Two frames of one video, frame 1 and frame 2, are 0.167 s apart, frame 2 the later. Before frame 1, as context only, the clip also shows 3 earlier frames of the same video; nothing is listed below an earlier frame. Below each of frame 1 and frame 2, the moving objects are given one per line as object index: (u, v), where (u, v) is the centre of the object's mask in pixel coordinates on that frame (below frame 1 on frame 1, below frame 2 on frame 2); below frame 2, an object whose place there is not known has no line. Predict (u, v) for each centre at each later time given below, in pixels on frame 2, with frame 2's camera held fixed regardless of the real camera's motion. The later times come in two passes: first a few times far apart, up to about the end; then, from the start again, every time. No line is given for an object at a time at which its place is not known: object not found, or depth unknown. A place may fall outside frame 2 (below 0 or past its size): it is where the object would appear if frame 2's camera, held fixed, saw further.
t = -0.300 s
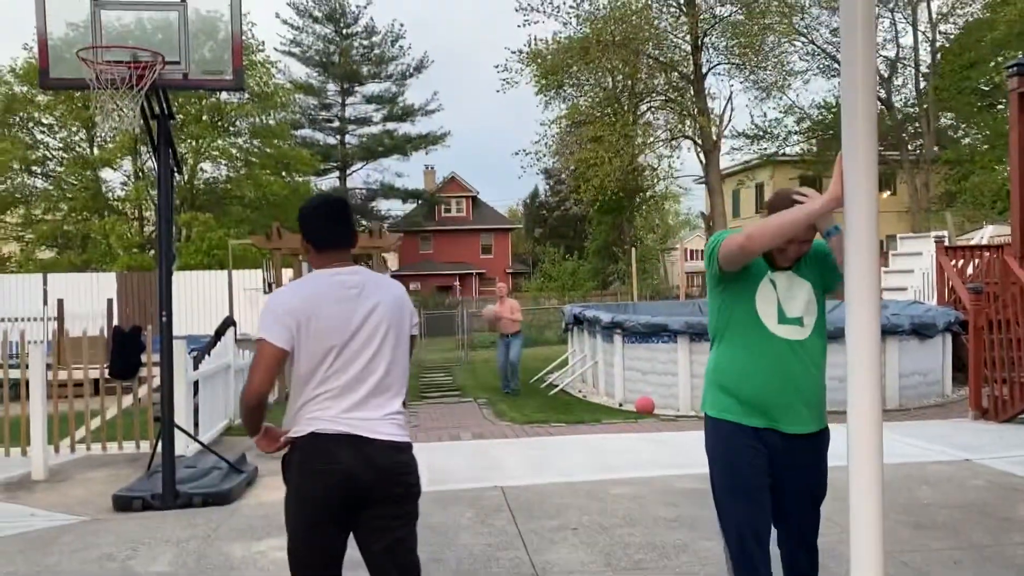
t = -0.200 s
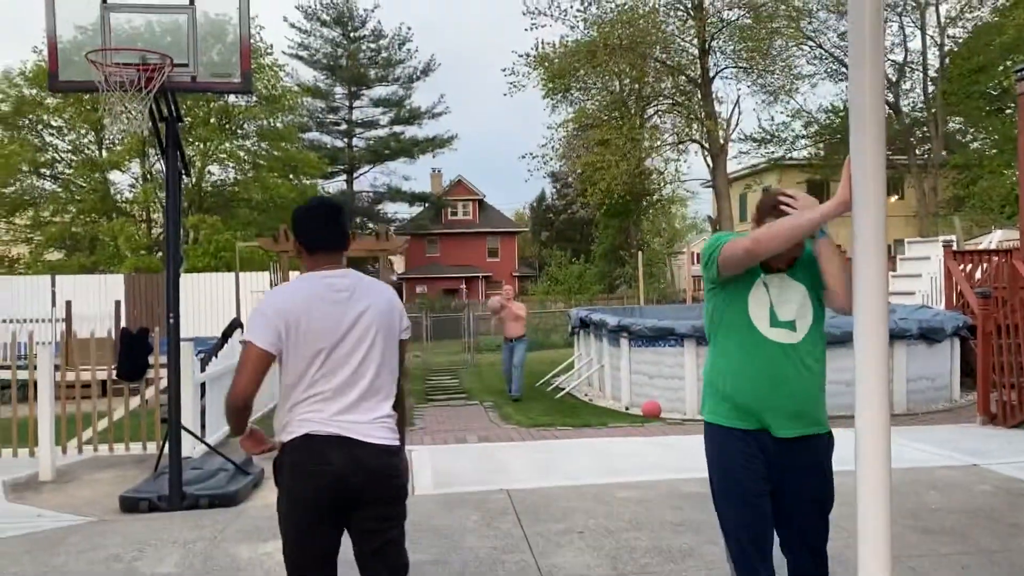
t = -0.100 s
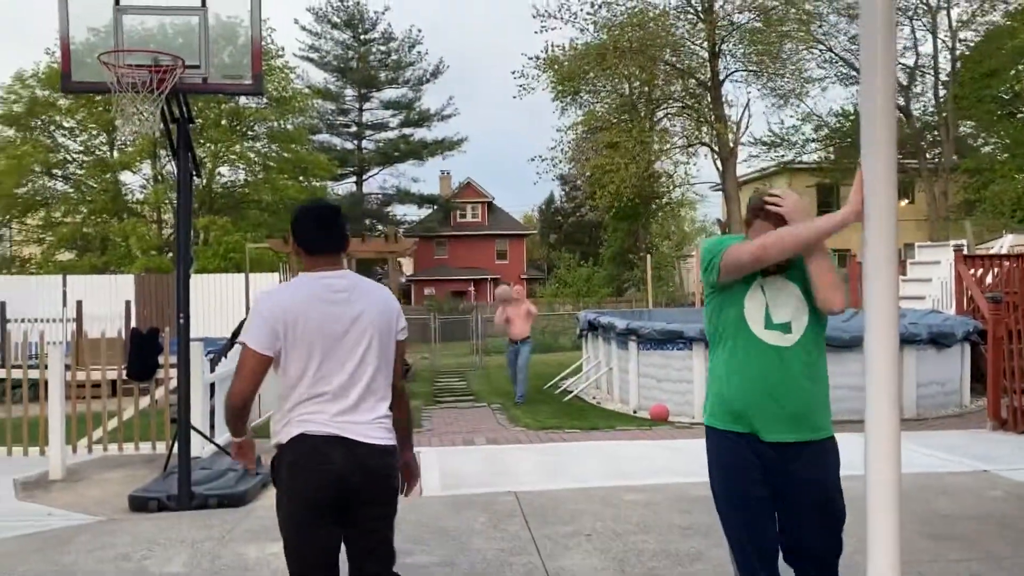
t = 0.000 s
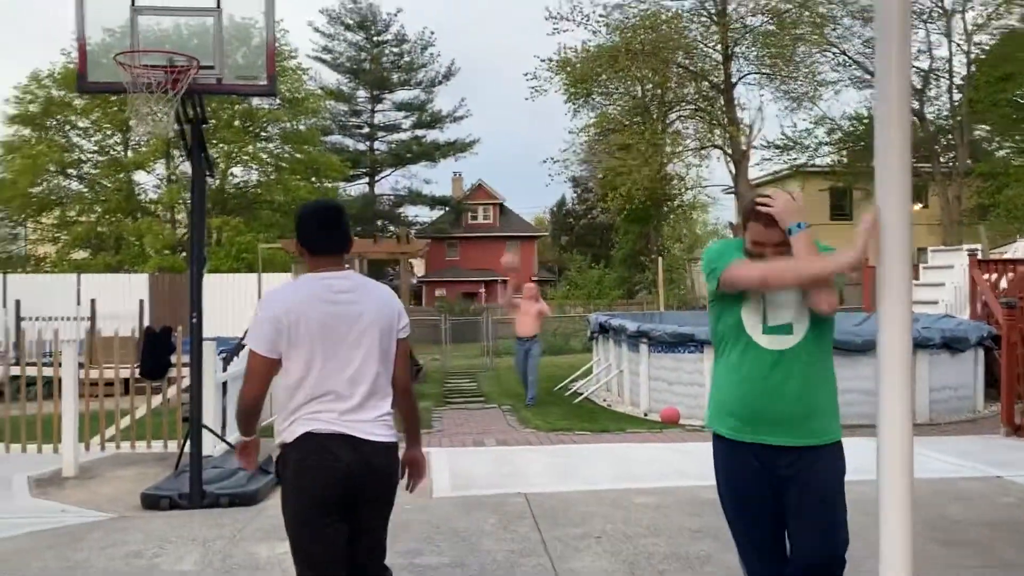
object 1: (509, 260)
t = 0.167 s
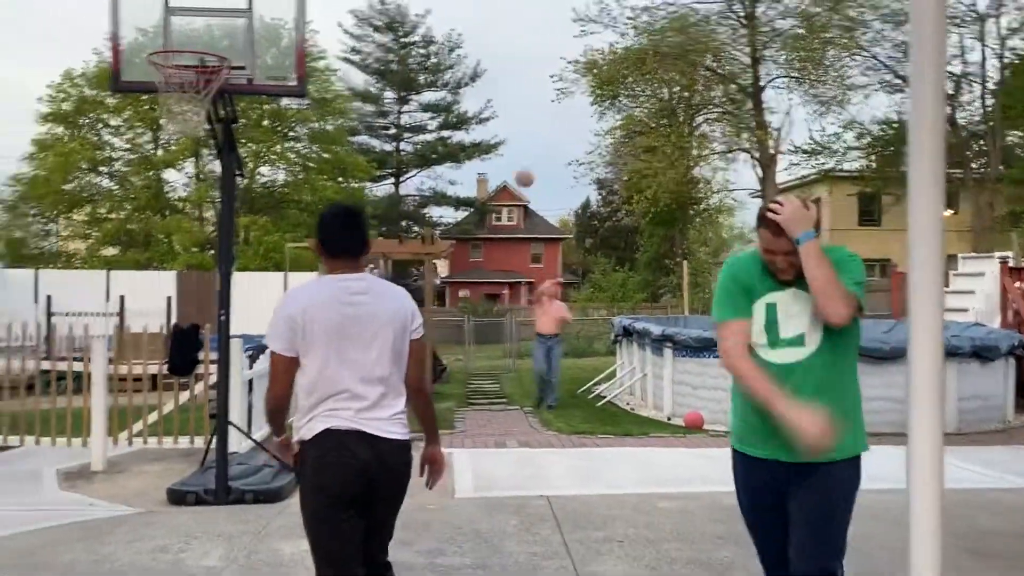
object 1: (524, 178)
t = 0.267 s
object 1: (515, 130)
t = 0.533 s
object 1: (485, 18)
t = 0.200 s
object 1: (521, 161)
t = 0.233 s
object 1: (518, 146)
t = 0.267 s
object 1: (515, 130)
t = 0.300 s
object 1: (512, 114)
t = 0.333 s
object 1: (508, 100)
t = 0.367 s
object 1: (505, 85)
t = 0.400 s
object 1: (501, 71)
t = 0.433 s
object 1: (497, 57)
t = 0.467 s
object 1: (493, 44)
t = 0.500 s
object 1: (489, 31)
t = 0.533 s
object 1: (485, 18)
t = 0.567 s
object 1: (480, 6)
